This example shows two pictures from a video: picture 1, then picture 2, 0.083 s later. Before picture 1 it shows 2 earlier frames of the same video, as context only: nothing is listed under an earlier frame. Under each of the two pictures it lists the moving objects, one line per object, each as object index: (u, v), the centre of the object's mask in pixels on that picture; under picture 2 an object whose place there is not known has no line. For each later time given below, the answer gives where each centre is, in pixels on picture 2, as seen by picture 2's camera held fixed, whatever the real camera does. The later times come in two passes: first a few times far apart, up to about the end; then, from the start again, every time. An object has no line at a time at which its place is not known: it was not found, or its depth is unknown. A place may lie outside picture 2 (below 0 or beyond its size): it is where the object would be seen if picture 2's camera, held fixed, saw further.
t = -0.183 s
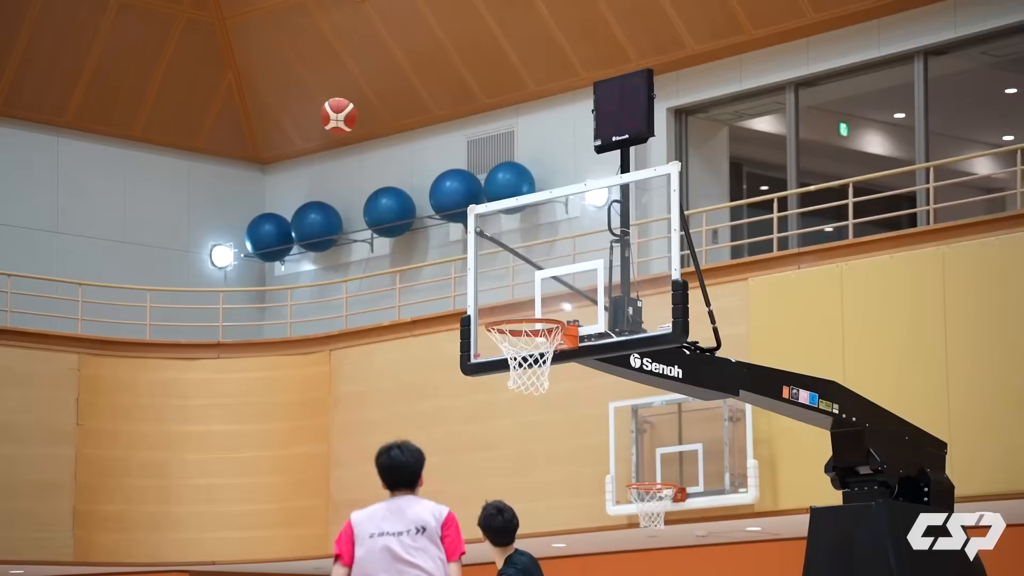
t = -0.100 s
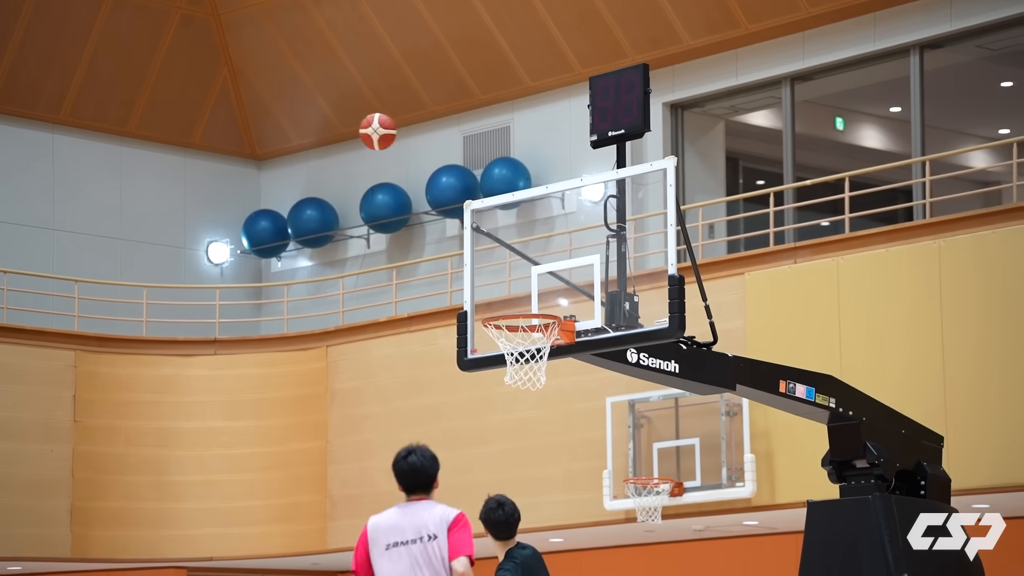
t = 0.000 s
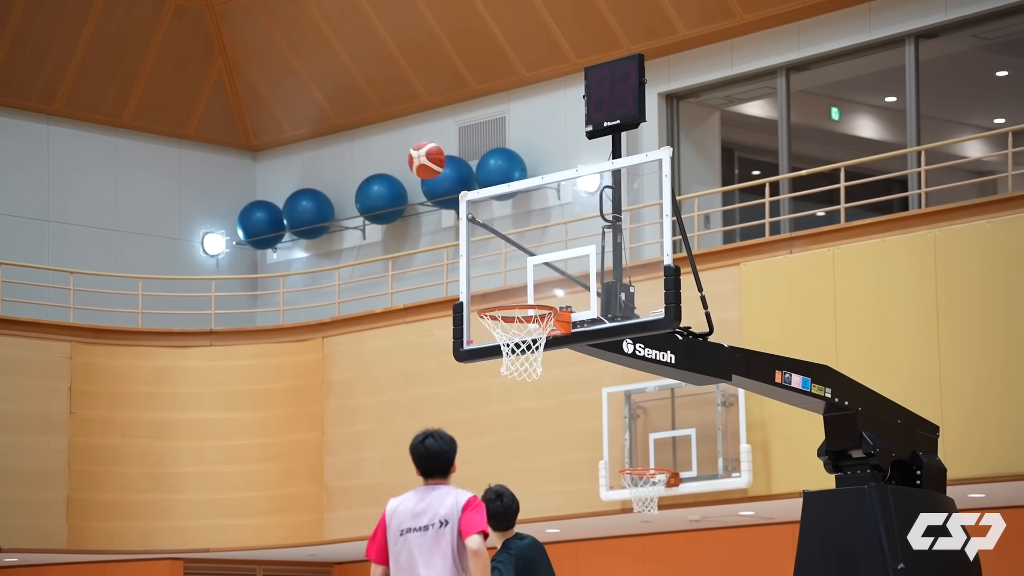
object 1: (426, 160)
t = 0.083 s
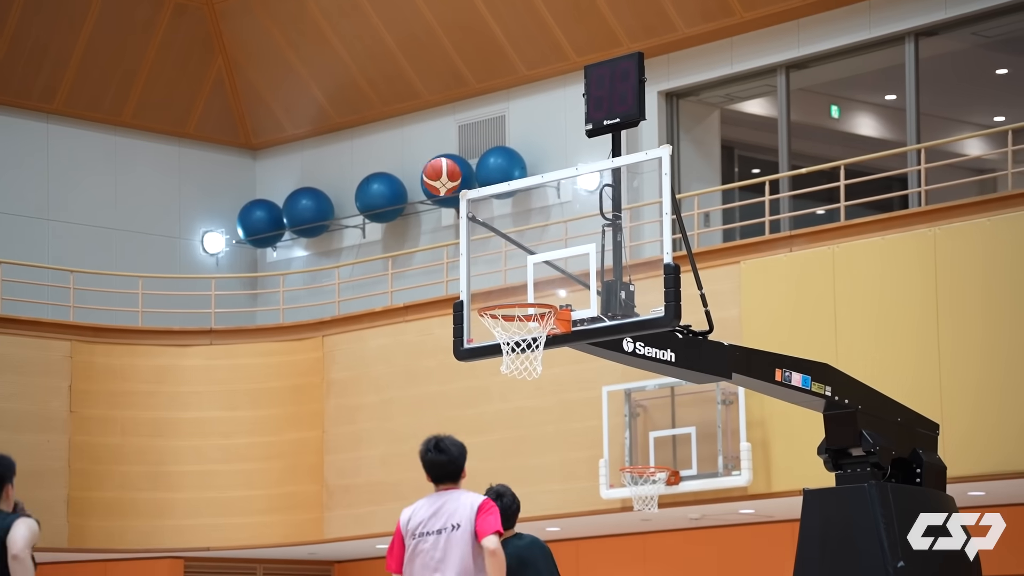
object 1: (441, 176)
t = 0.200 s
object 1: (407, 172)
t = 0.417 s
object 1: (340, 220)
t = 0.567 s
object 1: (291, 302)
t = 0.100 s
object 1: (437, 175)
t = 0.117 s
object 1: (432, 173)
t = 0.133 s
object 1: (427, 172)
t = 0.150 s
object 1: (422, 171)
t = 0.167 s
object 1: (417, 171)
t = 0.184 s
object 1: (412, 171)
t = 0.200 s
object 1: (407, 172)
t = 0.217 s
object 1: (402, 173)
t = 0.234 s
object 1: (397, 174)
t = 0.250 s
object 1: (392, 176)
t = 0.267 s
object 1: (387, 178)
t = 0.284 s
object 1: (382, 181)
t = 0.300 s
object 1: (377, 184)
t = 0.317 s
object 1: (372, 188)
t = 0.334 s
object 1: (366, 192)
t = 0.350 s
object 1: (361, 197)
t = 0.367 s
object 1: (356, 202)
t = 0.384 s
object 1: (351, 207)
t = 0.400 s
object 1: (345, 214)
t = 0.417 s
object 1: (340, 220)
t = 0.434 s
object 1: (335, 227)
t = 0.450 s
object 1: (329, 235)
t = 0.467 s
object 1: (324, 243)
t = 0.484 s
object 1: (319, 251)
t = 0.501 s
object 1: (313, 261)
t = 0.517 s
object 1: (308, 270)
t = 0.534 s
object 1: (302, 280)
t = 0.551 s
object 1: (296, 291)
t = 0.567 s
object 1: (291, 302)
